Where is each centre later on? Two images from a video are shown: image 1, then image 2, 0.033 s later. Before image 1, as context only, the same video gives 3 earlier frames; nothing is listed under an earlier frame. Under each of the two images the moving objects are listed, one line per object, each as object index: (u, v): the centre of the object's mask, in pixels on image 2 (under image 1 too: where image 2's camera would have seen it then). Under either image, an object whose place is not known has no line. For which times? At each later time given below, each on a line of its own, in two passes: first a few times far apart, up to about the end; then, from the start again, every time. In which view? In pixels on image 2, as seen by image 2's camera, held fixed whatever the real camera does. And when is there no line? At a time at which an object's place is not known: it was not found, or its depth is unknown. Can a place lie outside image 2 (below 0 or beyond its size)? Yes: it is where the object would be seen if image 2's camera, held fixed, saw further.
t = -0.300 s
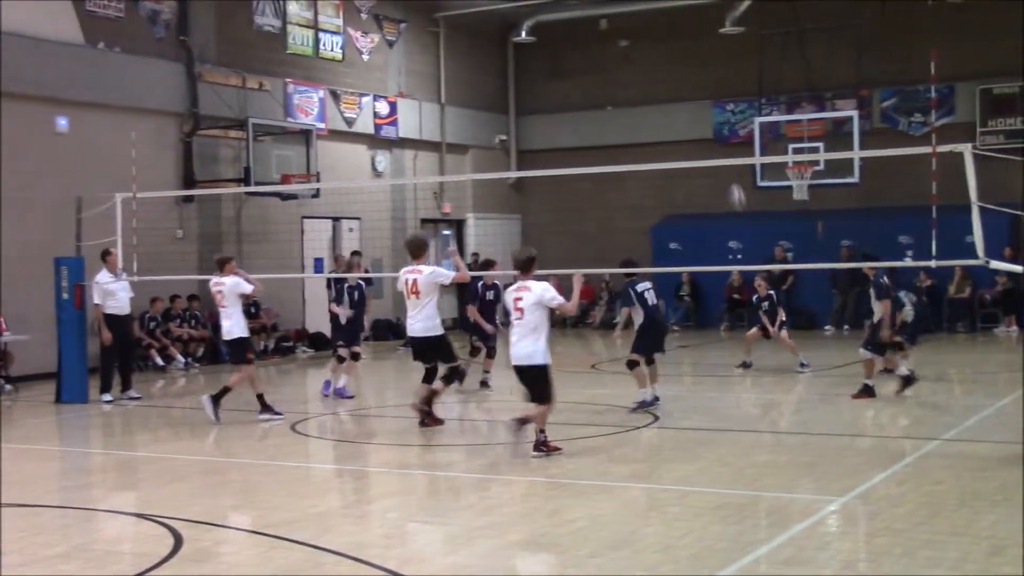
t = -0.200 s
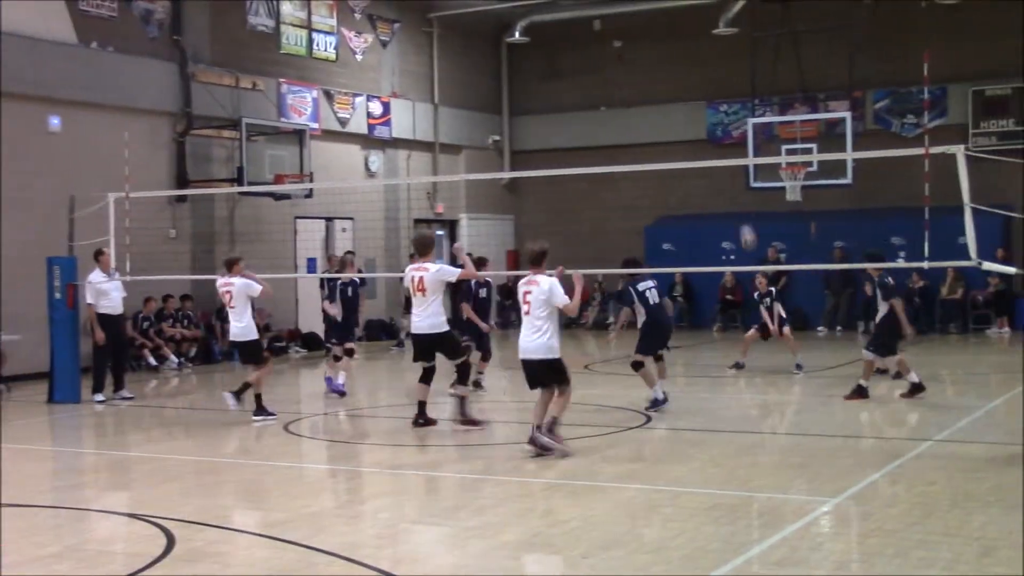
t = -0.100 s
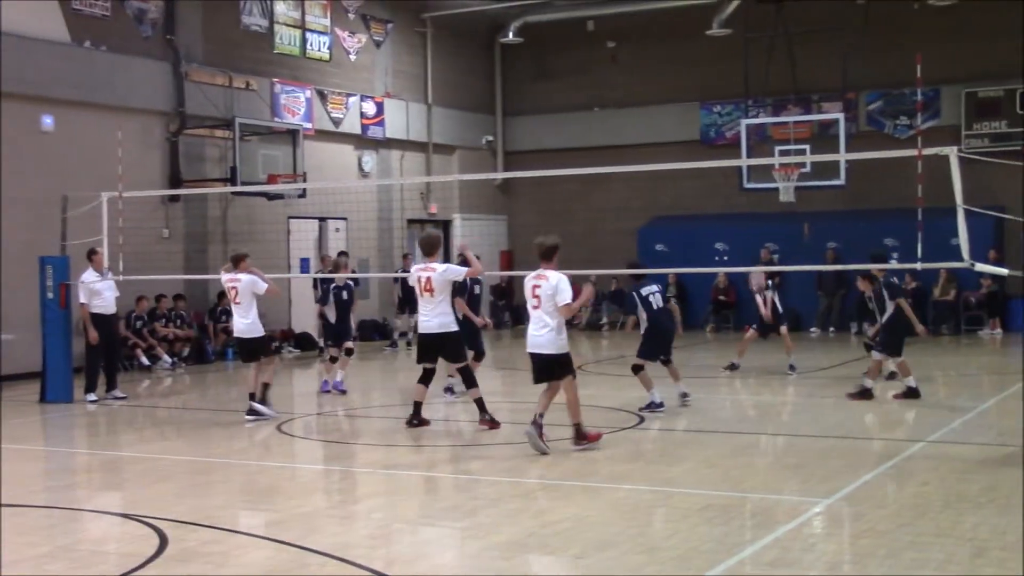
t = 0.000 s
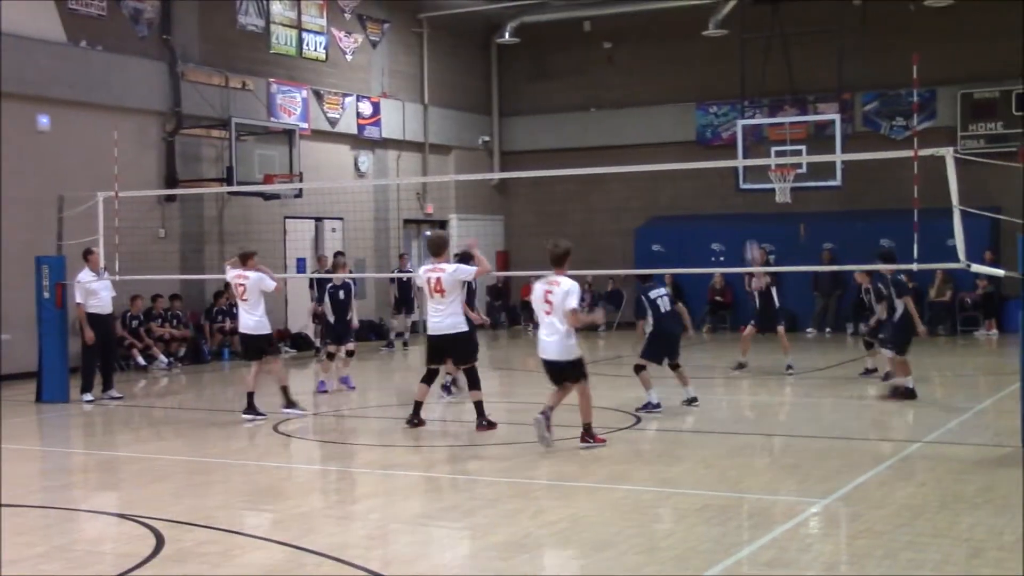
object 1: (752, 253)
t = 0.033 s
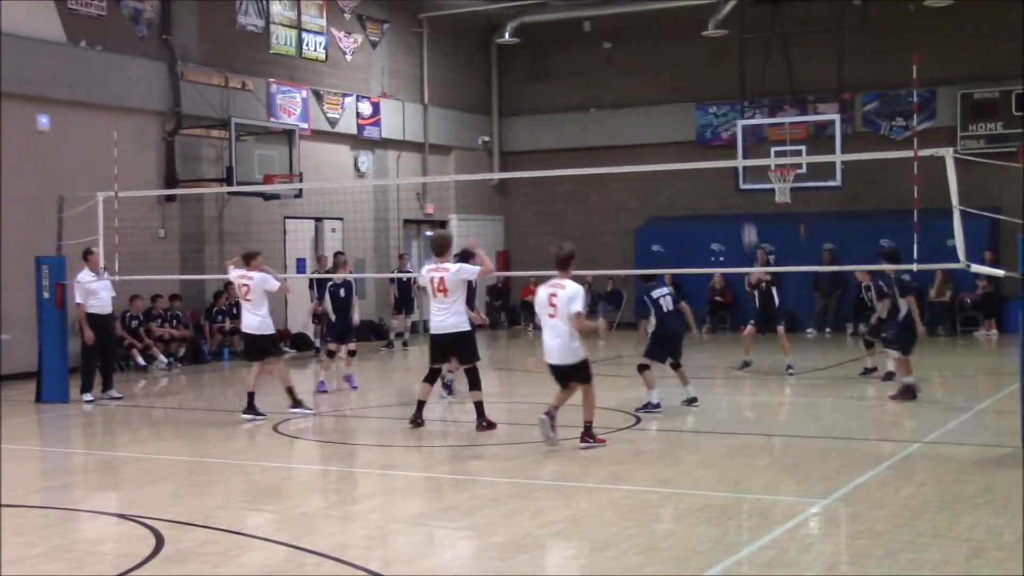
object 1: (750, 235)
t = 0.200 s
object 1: (736, 160)
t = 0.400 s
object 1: (724, 101)
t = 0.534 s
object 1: (715, 77)
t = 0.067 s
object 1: (747, 220)
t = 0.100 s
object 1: (744, 204)
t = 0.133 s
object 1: (742, 190)
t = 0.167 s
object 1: (740, 176)
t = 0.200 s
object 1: (736, 160)
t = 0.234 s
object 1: (733, 149)
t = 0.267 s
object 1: (732, 139)
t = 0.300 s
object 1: (731, 128)
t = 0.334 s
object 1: (730, 117)
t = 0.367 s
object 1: (726, 109)
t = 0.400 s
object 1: (724, 101)
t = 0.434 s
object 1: (722, 93)
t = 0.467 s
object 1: (720, 87)
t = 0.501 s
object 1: (718, 81)
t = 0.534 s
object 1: (715, 77)
